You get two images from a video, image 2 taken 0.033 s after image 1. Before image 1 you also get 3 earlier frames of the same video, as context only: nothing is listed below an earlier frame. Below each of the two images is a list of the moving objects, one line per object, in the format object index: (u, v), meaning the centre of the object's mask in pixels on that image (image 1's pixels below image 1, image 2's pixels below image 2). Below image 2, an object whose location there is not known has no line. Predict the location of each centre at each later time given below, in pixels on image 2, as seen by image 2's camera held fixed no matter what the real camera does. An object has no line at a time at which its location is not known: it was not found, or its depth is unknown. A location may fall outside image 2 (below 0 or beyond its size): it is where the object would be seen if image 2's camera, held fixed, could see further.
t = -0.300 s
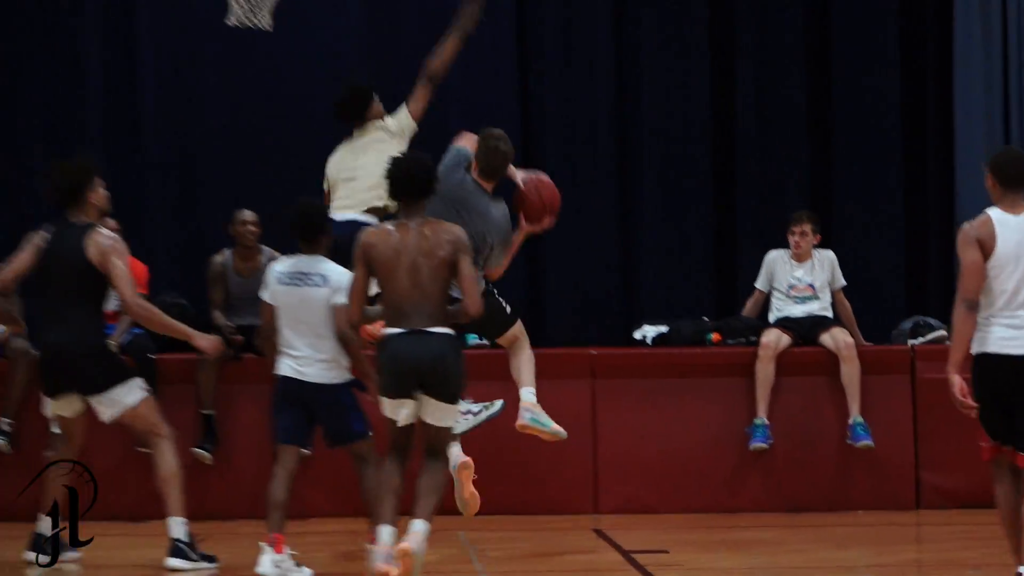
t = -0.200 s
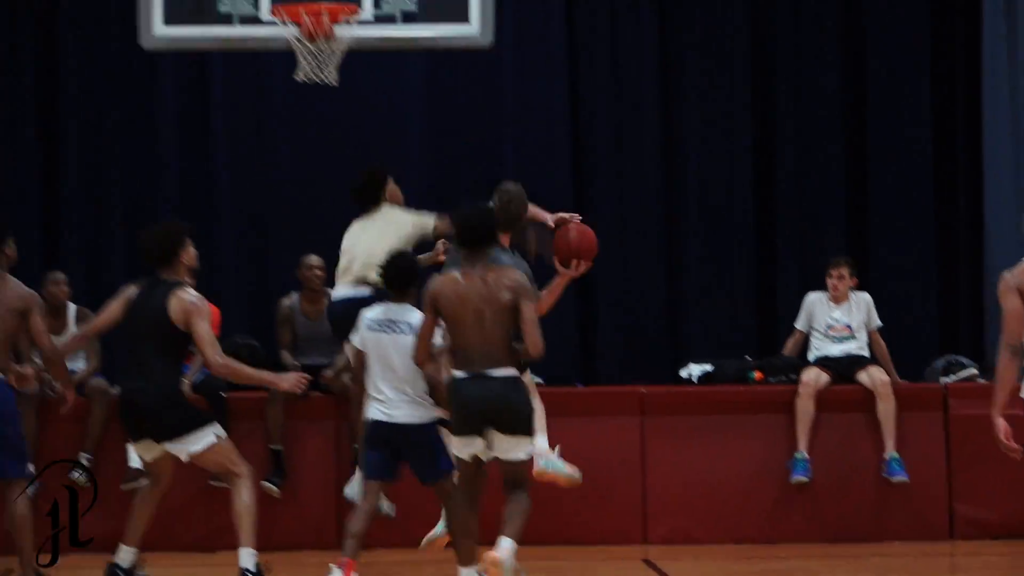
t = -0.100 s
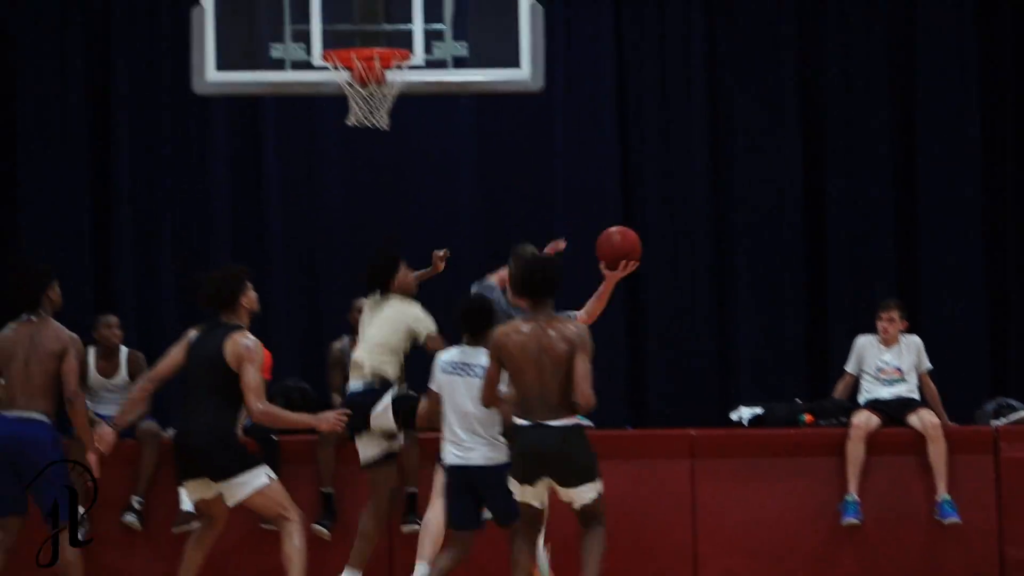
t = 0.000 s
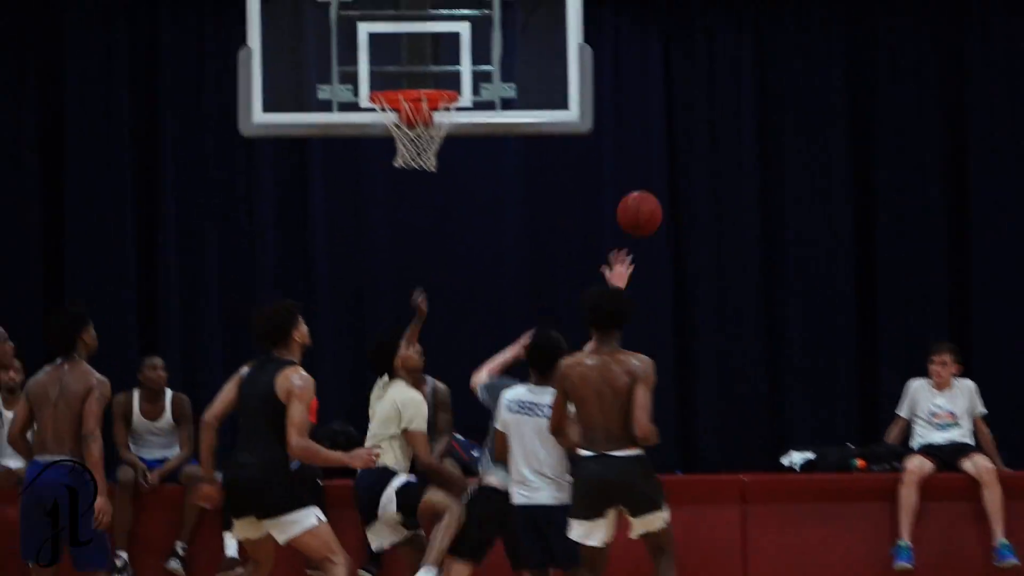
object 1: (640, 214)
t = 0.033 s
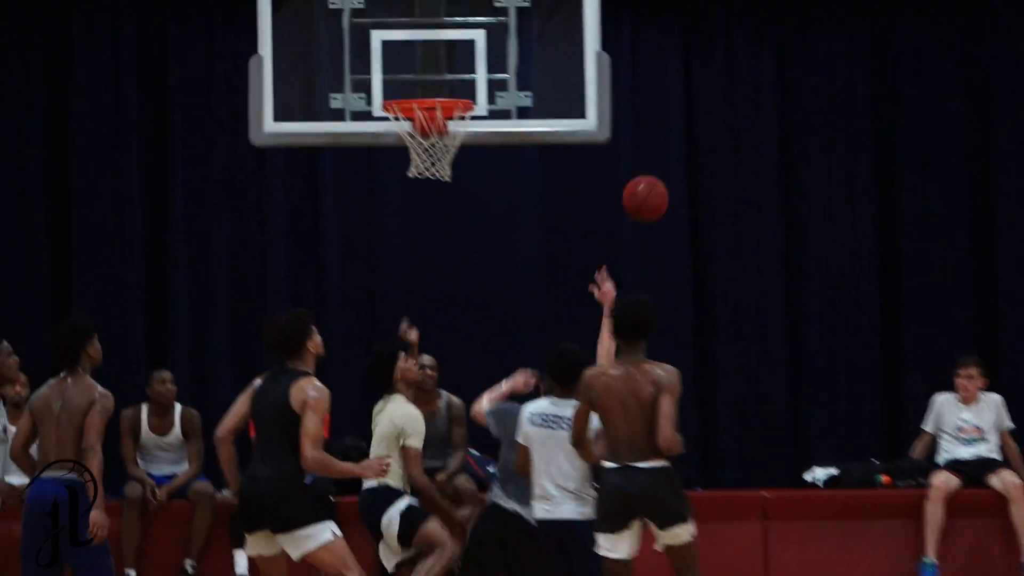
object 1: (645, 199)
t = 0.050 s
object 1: (639, 187)
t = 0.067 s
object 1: (632, 176)
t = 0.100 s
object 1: (619, 156)
